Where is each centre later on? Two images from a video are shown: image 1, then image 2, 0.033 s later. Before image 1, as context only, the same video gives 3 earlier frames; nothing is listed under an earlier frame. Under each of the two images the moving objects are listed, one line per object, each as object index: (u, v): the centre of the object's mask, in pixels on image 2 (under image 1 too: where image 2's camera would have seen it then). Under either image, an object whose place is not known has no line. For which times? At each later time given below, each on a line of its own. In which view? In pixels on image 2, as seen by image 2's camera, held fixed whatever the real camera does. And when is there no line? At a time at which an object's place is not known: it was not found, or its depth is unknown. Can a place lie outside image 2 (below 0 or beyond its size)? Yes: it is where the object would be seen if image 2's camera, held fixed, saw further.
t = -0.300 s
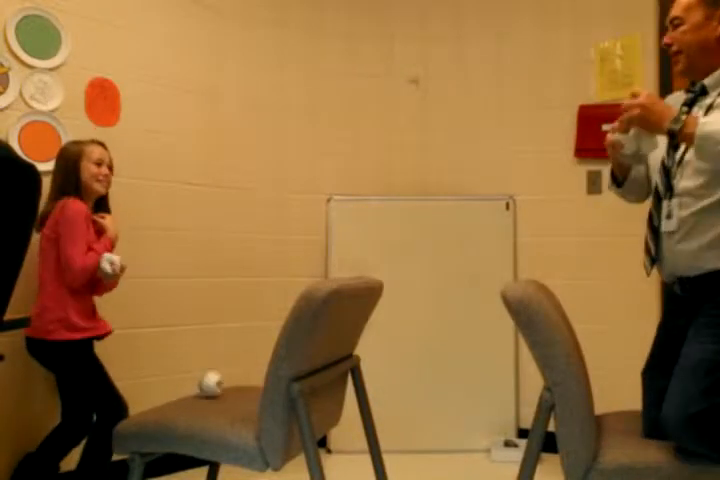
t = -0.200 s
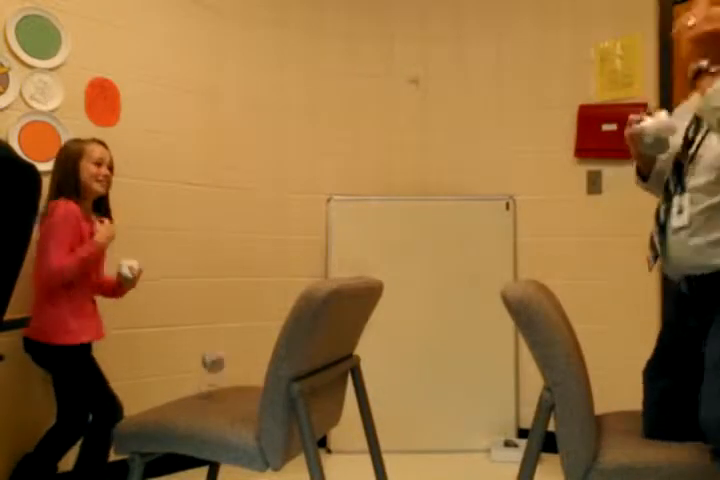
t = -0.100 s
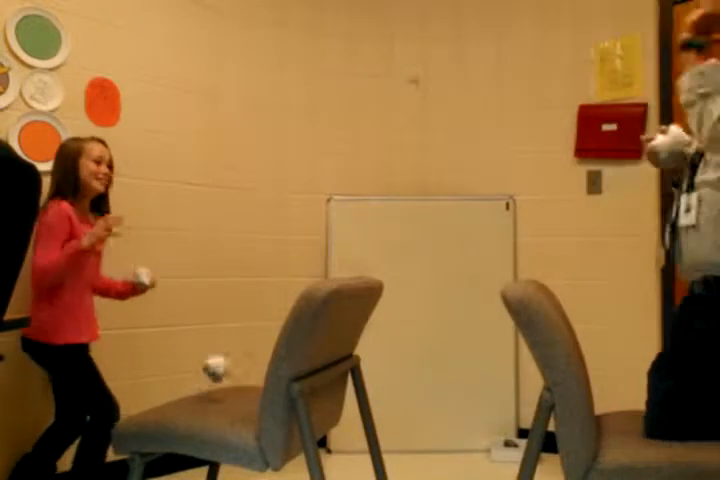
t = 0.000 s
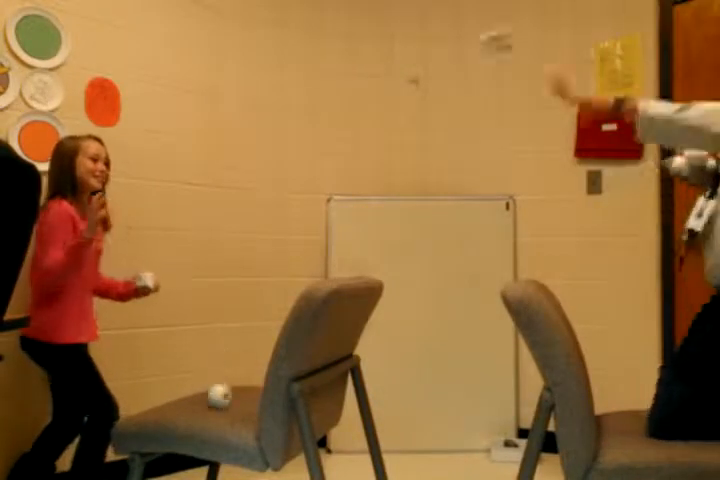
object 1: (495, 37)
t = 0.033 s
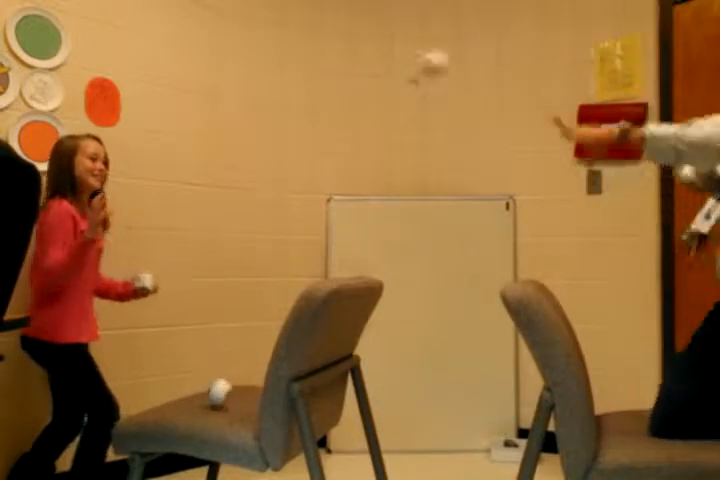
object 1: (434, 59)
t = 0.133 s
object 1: (269, 139)
